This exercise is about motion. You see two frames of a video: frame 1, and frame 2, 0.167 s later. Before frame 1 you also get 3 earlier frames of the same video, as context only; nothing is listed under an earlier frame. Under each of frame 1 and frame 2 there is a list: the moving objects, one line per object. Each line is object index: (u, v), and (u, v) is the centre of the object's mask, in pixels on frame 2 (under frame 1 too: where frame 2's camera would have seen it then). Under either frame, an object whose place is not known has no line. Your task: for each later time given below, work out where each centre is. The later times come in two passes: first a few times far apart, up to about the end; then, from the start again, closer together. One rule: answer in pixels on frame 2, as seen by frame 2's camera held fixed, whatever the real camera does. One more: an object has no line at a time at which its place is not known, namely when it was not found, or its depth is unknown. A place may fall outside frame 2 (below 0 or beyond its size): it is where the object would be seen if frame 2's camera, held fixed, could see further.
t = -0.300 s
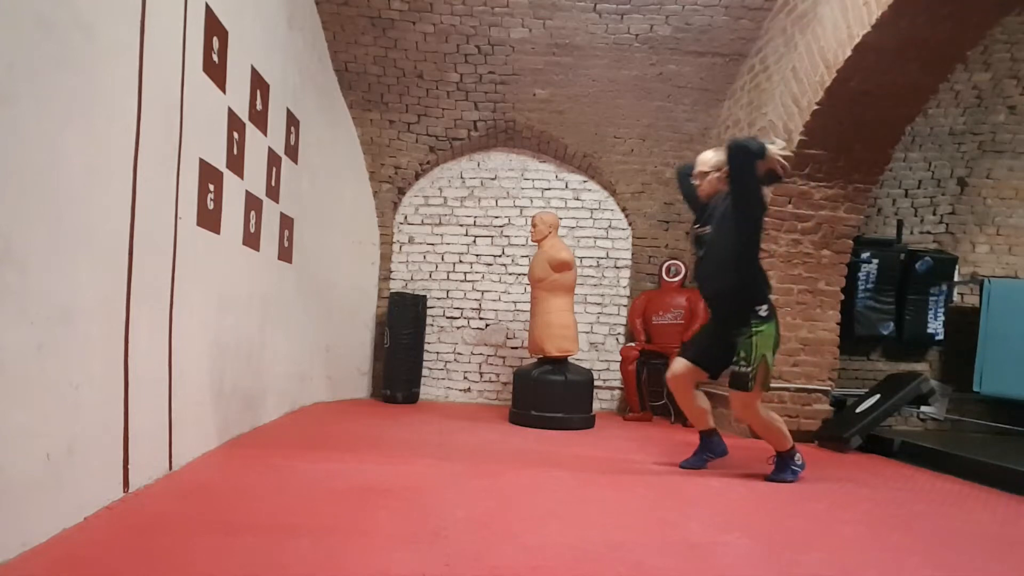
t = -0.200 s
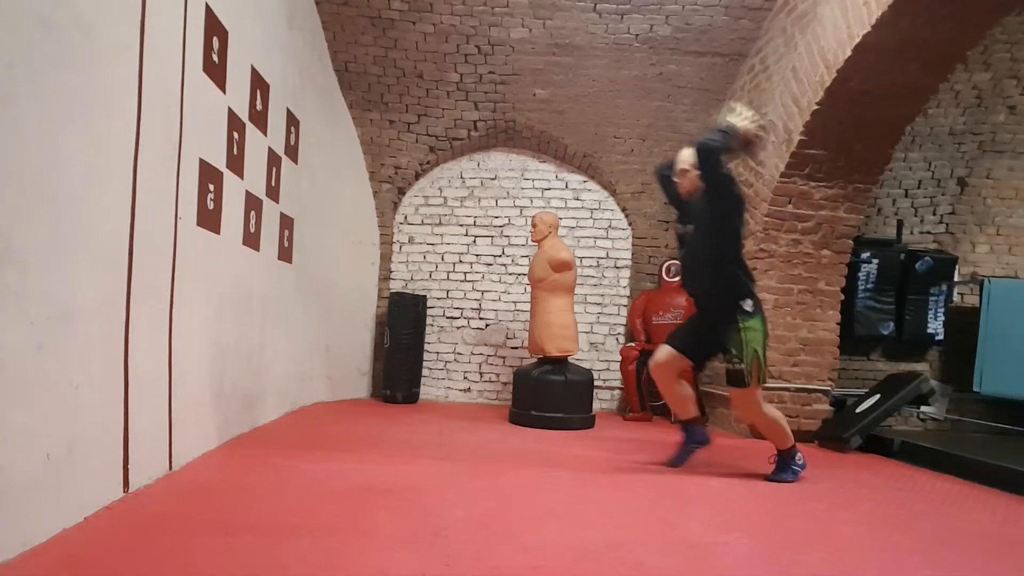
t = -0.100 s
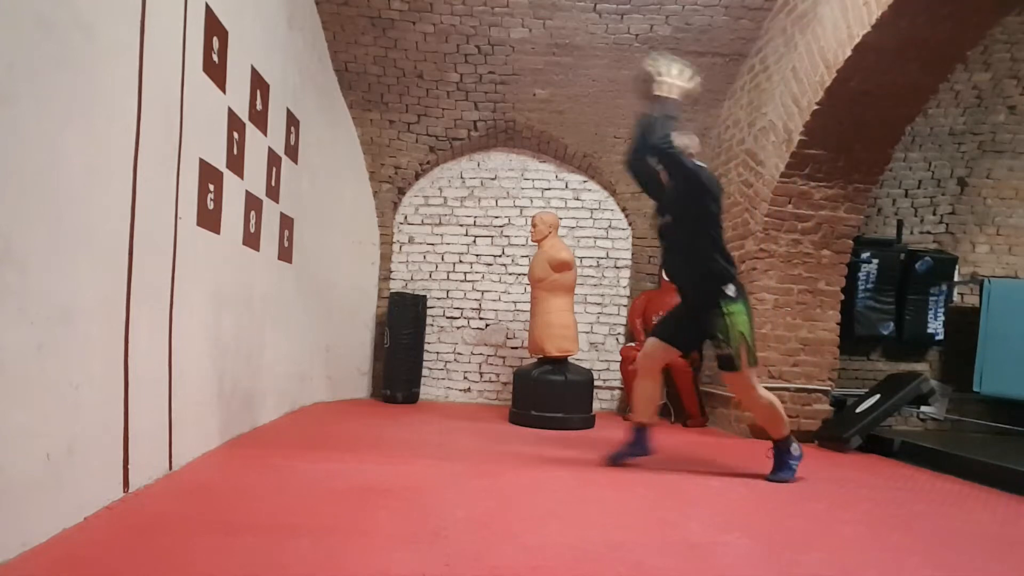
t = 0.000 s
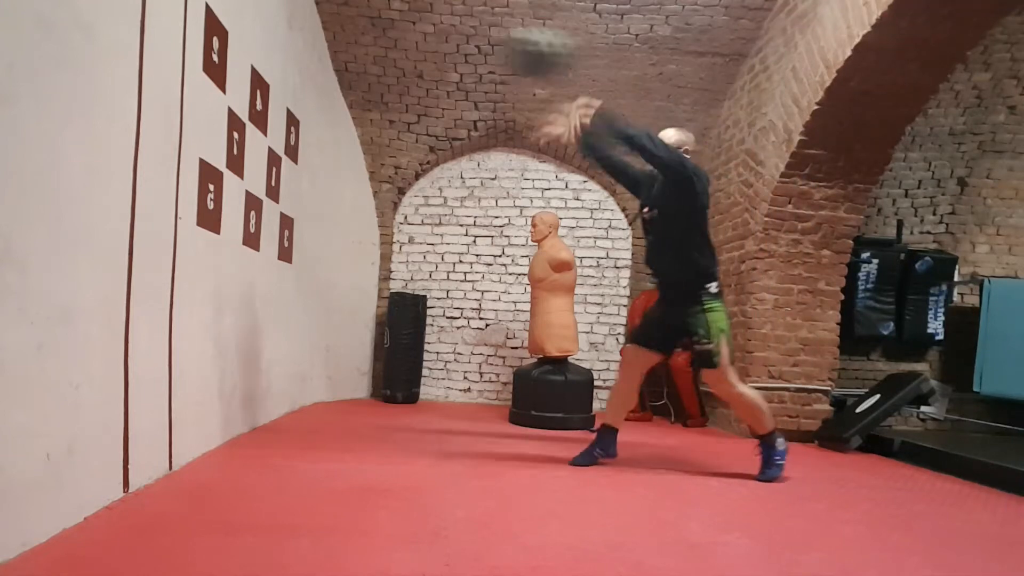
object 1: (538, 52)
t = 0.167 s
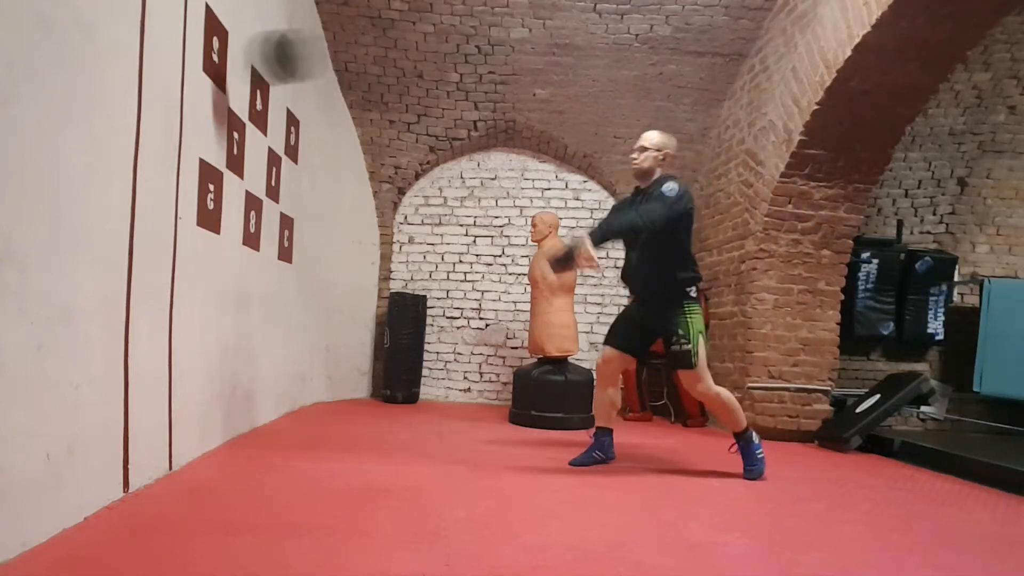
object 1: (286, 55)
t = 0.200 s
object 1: (236, 66)
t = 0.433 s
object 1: (366, 208)
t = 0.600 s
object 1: (453, 382)
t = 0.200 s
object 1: (236, 66)
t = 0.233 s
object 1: (254, 78)
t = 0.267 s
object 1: (273, 92)
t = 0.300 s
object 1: (294, 111)
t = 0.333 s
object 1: (312, 133)
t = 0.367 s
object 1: (330, 155)
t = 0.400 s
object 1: (344, 177)
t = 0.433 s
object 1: (366, 208)
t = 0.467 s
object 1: (380, 237)
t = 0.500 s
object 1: (402, 273)
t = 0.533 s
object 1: (415, 307)
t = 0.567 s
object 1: (433, 340)
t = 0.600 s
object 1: (453, 382)
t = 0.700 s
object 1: (503, 428)
